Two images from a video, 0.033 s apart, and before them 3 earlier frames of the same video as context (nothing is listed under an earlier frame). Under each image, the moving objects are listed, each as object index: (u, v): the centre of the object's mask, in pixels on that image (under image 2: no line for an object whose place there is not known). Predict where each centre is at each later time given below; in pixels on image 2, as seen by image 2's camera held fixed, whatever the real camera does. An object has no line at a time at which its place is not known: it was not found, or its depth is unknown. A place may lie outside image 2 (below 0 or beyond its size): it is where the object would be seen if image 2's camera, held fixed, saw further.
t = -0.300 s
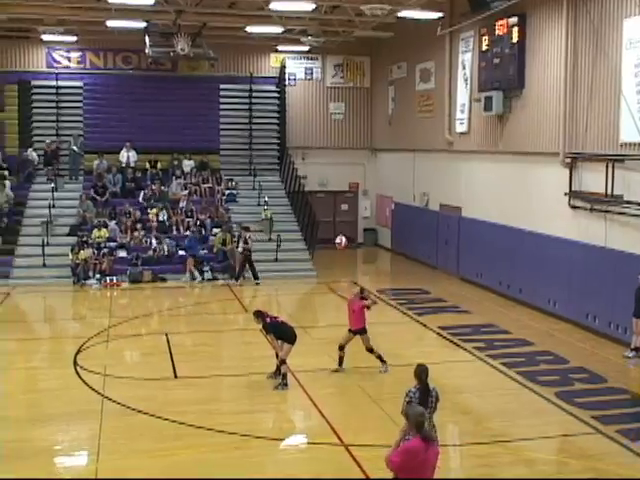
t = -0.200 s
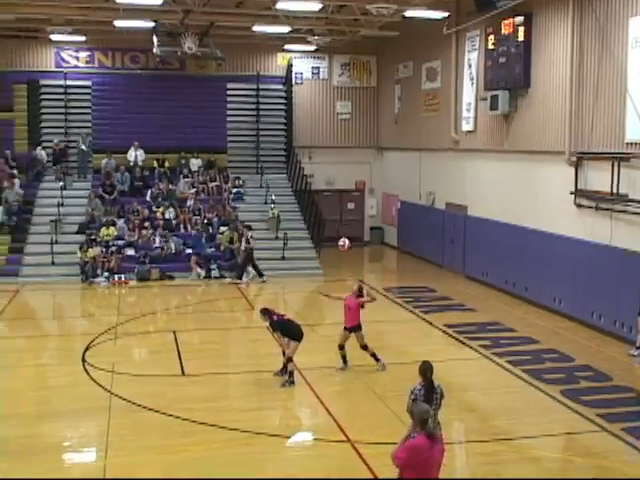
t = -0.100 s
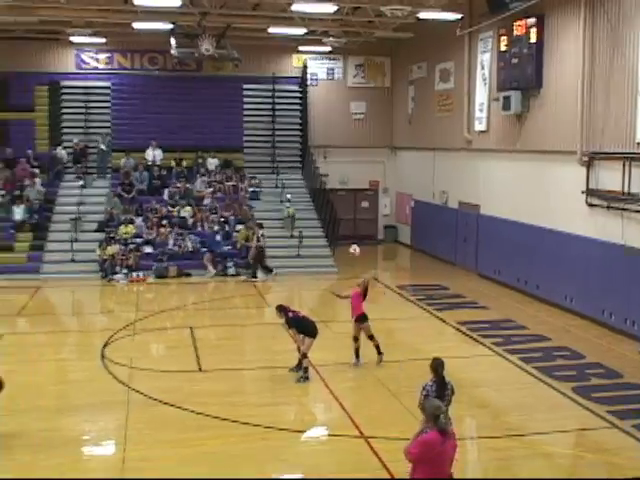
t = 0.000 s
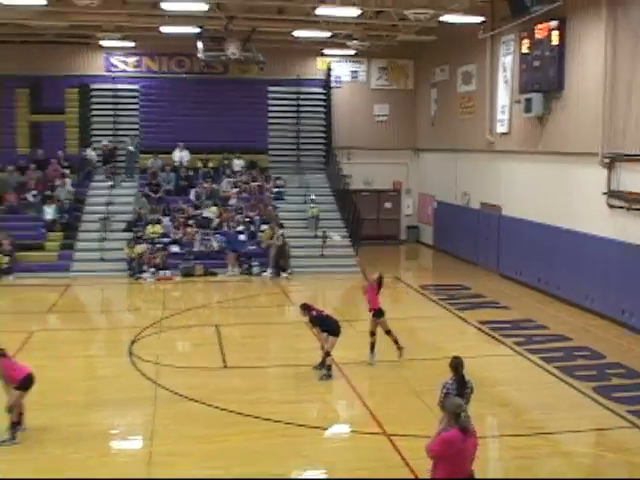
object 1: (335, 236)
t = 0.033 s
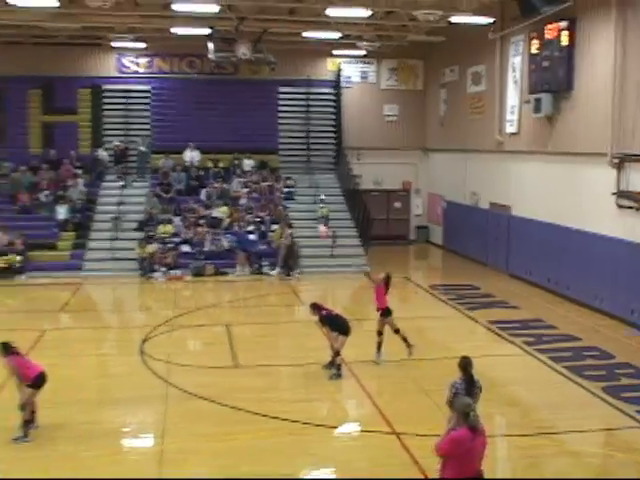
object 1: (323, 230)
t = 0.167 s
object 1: (225, 202)
